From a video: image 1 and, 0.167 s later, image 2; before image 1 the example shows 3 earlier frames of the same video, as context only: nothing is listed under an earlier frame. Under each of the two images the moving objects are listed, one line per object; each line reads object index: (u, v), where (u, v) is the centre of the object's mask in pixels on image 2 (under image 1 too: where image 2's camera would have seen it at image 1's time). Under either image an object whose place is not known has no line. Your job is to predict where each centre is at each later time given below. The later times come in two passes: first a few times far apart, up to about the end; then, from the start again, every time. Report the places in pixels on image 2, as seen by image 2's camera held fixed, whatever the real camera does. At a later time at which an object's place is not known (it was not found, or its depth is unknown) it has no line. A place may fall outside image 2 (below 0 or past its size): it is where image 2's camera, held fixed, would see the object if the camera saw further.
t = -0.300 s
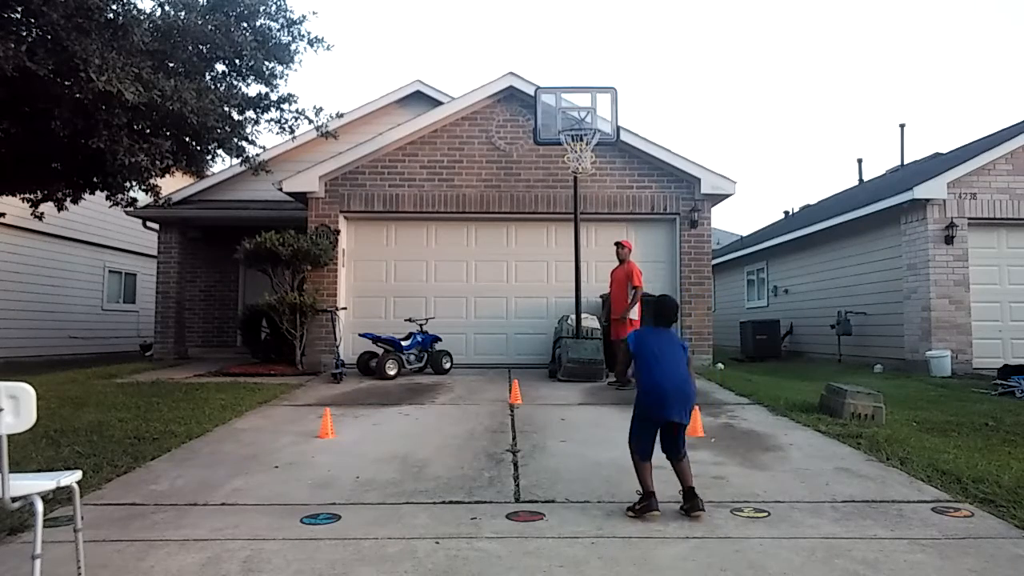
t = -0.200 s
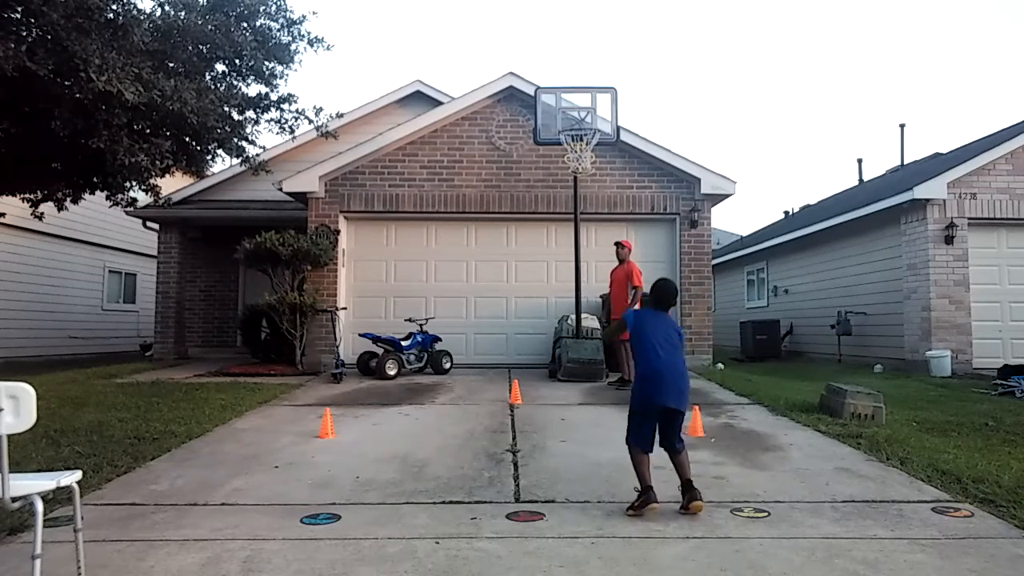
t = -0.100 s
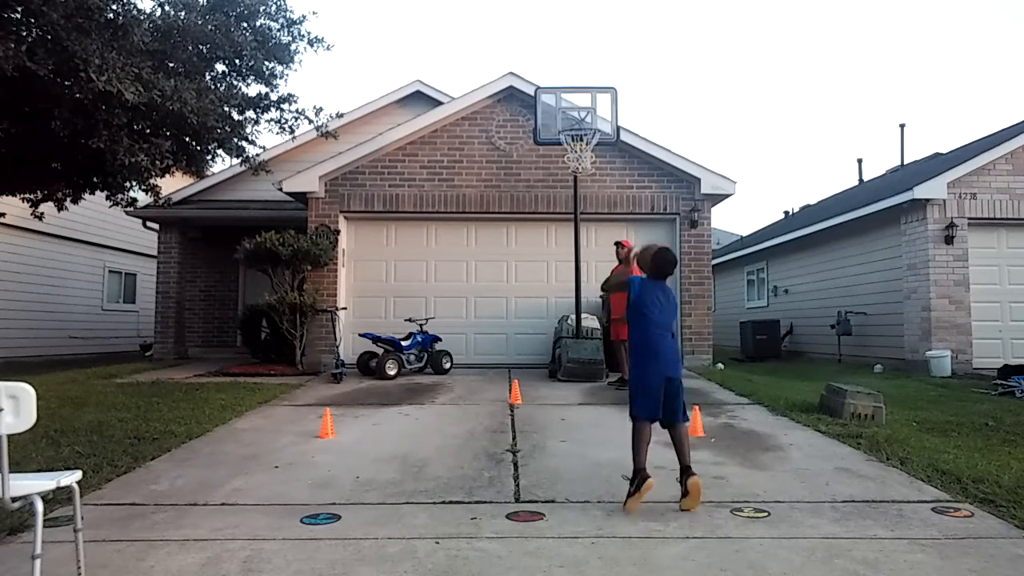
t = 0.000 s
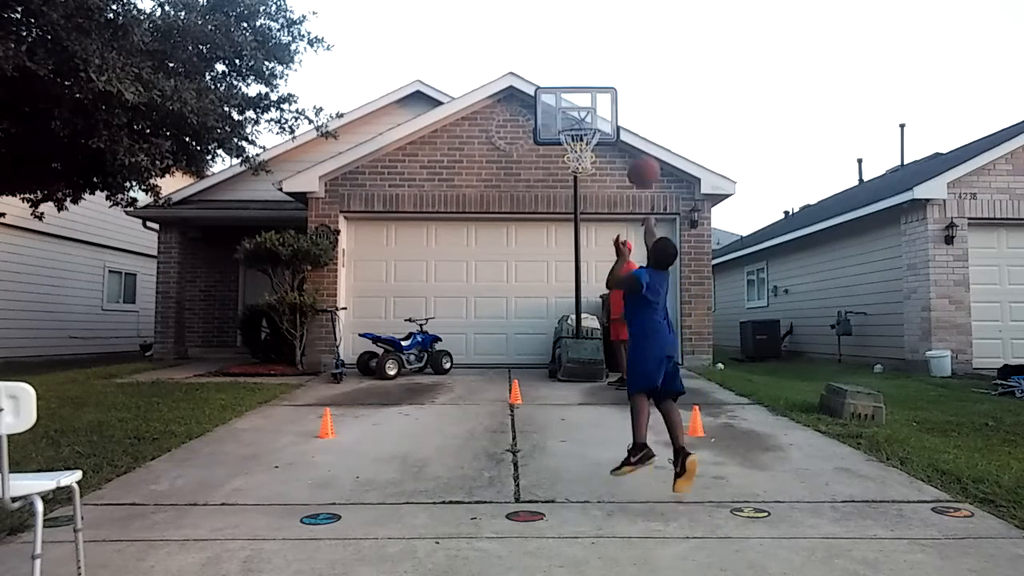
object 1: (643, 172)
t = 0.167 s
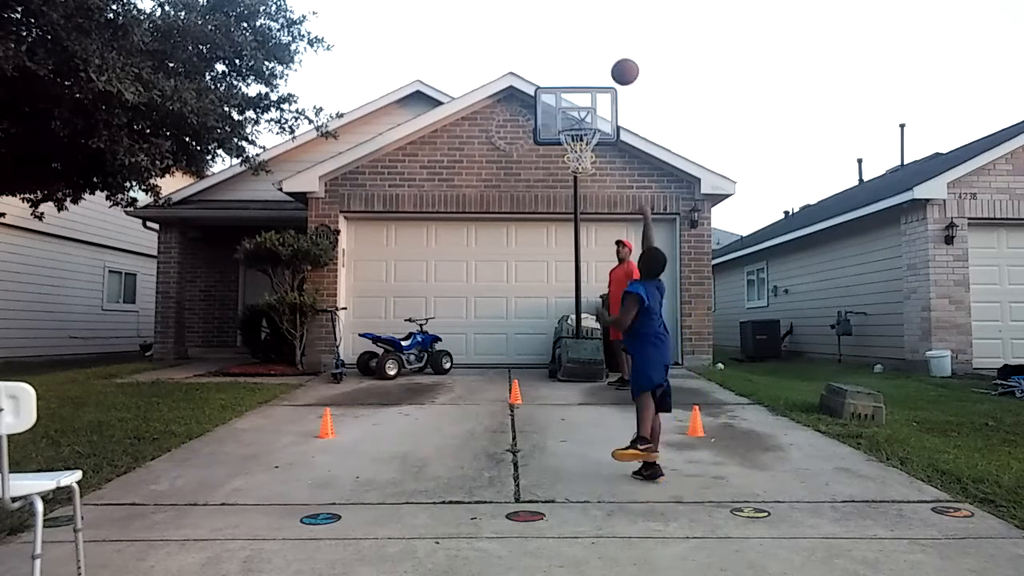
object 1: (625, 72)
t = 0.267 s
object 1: (616, 37)
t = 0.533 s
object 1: (598, 11)
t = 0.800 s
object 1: (585, 52)
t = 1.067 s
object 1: (576, 120)
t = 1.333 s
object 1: (580, 61)
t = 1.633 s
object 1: (584, 61)
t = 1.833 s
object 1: (588, 104)
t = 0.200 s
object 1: (622, 58)
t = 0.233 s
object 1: (619, 47)
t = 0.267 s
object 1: (616, 37)
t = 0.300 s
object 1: (613, 29)
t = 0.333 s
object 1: (610, 22)
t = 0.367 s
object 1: (608, 17)
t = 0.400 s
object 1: (606, 14)
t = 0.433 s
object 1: (604, 12)
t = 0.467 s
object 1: (602, 11)
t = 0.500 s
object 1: (599, 11)
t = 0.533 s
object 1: (598, 11)
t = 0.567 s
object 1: (596, 13)
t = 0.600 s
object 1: (594, 16)
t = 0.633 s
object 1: (592, 20)
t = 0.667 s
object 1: (591, 25)
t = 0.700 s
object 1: (589, 31)
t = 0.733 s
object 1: (588, 37)
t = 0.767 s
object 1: (586, 44)
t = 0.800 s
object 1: (585, 52)
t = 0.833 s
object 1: (584, 61)
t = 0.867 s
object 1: (582, 70)
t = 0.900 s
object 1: (581, 80)
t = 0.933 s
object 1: (580, 90)
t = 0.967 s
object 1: (578, 101)
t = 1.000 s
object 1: (577, 113)
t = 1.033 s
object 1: (576, 124)
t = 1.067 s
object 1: (576, 120)
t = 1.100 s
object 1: (577, 109)
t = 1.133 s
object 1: (577, 100)
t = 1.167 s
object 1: (578, 91)
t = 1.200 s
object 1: (578, 84)
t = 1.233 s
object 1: (579, 77)
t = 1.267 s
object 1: (579, 71)
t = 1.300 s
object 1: (580, 65)
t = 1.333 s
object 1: (580, 61)
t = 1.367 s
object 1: (581, 58)
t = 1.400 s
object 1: (581, 55)
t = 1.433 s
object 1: (581, 53)
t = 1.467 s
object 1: (582, 52)
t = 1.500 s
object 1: (583, 52)
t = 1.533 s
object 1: (583, 53)
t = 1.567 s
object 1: (583, 55)
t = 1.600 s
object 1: (584, 57)
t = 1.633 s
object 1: (584, 61)
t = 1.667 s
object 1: (585, 66)
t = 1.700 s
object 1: (585, 71)
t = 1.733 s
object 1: (586, 78)
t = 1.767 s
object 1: (586, 85)
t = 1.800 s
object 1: (587, 94)
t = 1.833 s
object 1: (588, 104)
